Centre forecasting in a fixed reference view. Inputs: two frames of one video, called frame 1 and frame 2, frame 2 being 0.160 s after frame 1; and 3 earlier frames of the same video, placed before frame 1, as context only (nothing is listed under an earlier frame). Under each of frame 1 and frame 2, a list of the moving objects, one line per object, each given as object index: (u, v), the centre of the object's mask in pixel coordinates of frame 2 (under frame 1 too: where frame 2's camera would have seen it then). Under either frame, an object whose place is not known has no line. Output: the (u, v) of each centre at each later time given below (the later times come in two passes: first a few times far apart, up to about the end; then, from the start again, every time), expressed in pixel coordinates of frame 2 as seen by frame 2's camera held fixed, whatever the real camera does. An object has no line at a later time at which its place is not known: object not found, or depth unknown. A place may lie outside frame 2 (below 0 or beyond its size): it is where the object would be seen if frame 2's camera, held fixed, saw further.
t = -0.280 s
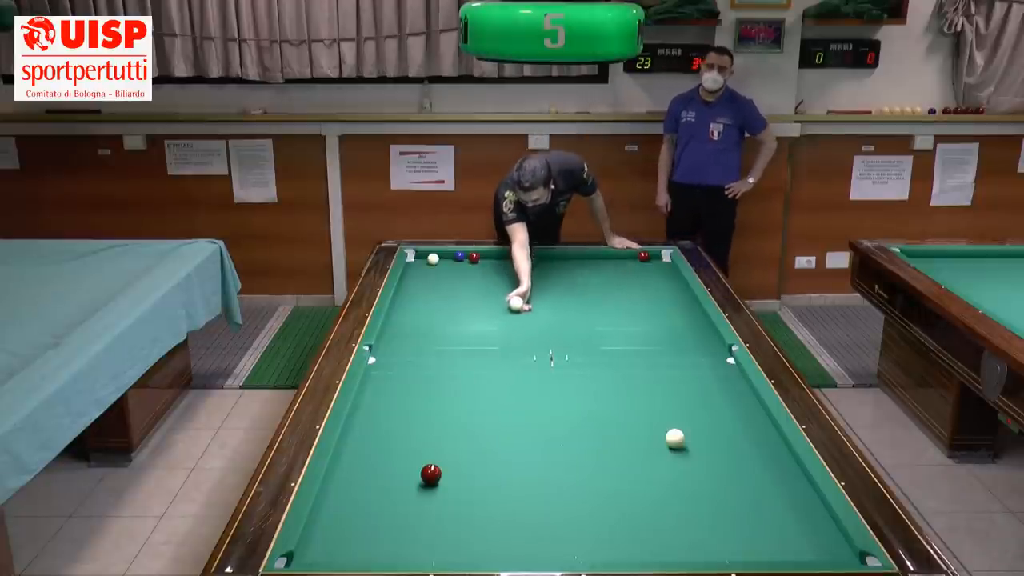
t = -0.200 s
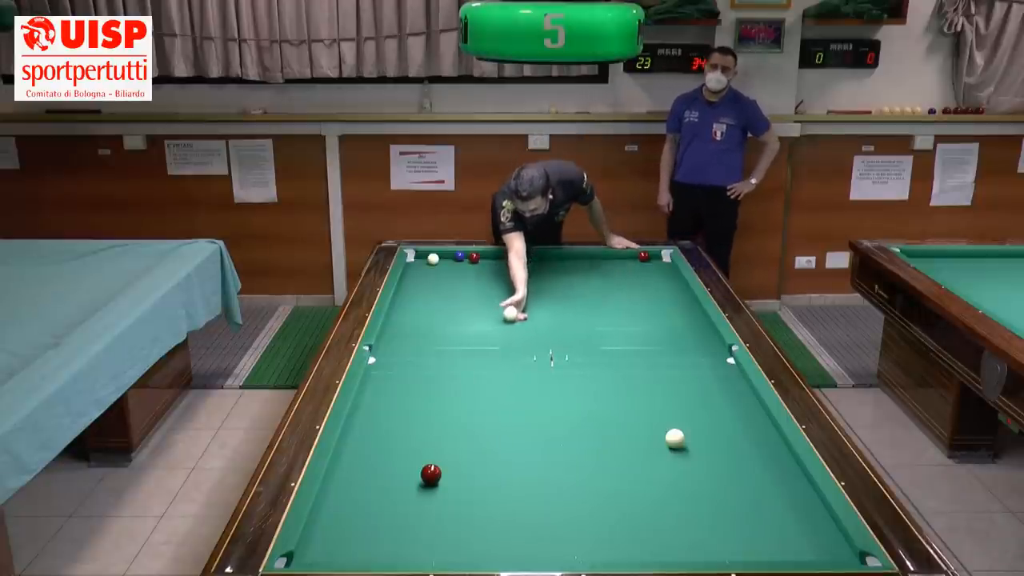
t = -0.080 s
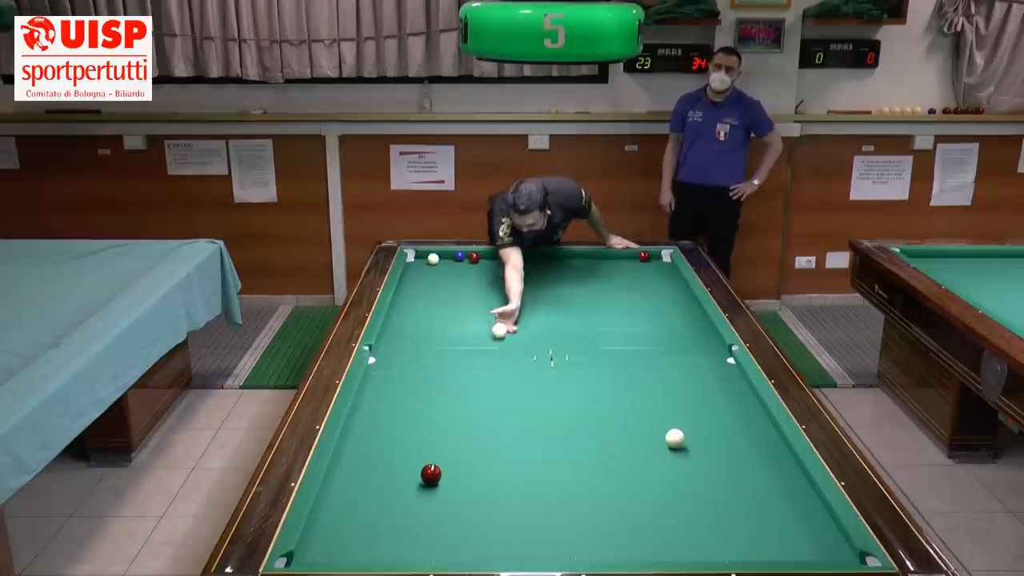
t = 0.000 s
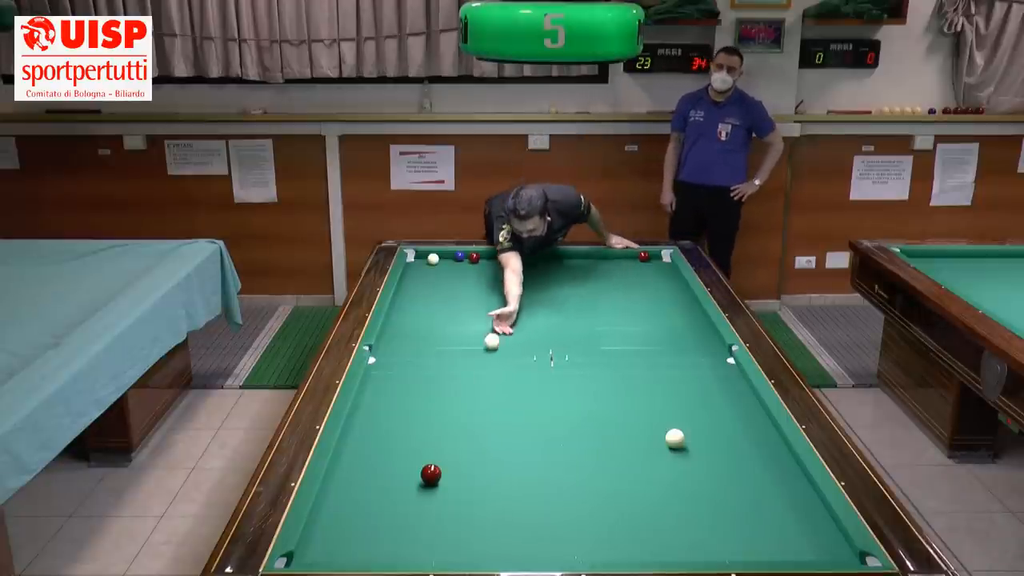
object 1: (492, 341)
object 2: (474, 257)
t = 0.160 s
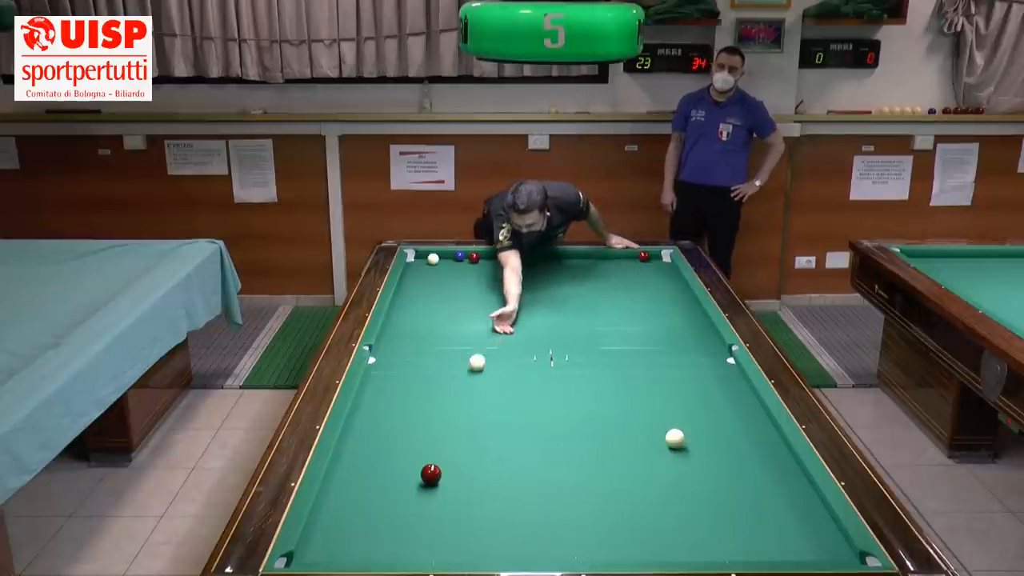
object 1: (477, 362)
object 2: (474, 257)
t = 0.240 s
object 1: (469, 373)
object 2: (474, 257)
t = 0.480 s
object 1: (442, 410)
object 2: (474, 256)
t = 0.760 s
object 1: (404, 462)
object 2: (473, 257)
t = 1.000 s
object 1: (363, 518)
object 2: (474, 257)
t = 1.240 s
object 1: (331, 544)
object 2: (474, 256)
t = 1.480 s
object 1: (328, 502)
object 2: (474, 256)
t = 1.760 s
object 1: (346, 467)
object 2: (474, 257)
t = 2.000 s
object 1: (362, 440)
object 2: (474, 257)
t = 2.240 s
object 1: (376, 417)
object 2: (474, 257)
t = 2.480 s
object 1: (389, 396)
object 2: (474, 257)
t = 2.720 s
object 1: (400, 378)
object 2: (474, 257)
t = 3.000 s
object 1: (411, 359)
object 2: (474, 257)
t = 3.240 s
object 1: (420, 344)
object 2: (474, 257)
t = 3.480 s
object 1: (428, 331)
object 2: (474, 257)
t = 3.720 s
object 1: (435, 319)
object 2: (474, 257)
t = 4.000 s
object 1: (442, 306)
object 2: (474, 256)
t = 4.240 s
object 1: (448, 297)
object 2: (474, 257)
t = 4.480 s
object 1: (454, 288)
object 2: (474, 256)
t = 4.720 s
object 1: (459, 279)
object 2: (474, 257)
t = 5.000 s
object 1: (464, 271)
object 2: (474, 256)
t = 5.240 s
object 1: (468, 263)
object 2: (475, 255)
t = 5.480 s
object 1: (469, 260)
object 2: (477, 254)
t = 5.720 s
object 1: (466, 259)
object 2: (479, 256)
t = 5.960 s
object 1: (462, 259)
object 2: (486, 257)
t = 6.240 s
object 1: (458, 258)
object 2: (491, 258)
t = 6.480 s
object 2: (496, 259)
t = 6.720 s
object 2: (500, 260)
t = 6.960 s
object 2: (503, 261)
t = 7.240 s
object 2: (507, 261)
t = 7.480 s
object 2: (510, 262)
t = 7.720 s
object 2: (513, 262)
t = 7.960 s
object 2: (515, 261)
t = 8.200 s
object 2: (516, 262)
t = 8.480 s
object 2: (518, 262)
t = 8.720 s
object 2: (518, 262)
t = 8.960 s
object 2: (519, 263)
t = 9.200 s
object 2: (519, 262)
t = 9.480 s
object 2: (519, 262)
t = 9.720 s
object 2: (519, 263)
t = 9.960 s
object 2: (519, 263)
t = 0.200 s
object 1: (473, 368)
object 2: (474, 257)
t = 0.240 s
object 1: (469, 373)
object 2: (474, 257)
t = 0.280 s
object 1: (465, 379)
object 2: (474, 257)
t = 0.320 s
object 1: (461, 384)
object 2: (474, 256)
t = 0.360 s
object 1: (456, 391)
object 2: (474, 256)
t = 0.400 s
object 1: (452, 397)
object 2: (474, 256)
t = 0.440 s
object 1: (447, 403)
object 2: (474, 256)
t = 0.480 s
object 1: (442, 410)
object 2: (474, 256)
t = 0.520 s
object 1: (437, 417)
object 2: (474, 257)
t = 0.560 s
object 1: (432, 424)
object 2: (474, 256)
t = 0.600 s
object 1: (427, 431)
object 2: (474, 257)
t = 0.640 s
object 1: (421, 438)
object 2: (473, 257)
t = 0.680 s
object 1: (416, 446)
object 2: (473, 256)
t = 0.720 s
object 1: (410, 454)
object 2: (473, 257)
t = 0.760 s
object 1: (404, 462)
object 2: (473, 257)
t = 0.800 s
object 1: (398, 470)
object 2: (474, 257)
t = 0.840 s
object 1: (392, 479)
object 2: (473, 256)
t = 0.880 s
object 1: (385, 488)
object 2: (473, 256)
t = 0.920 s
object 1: (378, 498)
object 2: (474, 256)
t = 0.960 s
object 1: (371, 507)
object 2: (474, 257)
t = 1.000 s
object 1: (363, 518)
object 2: (474, 257)
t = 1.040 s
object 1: (355, 528)
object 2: (474, 257)
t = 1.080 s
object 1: (347, 539)
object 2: (474, 257)
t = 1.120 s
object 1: (340, 548)
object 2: (474, 257)
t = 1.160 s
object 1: (332, 556)
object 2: (474, 257)
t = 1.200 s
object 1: (331, 551)
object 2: (474, 256)
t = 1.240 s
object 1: (331, 544)
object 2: (474, 256)
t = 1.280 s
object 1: (331, 535)
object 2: (474, 256)
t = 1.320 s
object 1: (330, 527)
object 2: (474, 256)
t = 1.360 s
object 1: (330, 521)
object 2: (474, 256)
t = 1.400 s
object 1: (330, 514)
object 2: (474, 257)
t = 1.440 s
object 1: (329, 508)
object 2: (474, 257)
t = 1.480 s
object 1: (328, 502)
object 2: (474, 256)
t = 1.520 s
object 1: (328, 496)
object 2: (474, 256)
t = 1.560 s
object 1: (331, 491)
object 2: (474, 257)
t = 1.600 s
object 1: (334, 486)
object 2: (474, 256)
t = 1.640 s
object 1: (337, 481)
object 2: (474, 257)
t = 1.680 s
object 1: (341, 476)
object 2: (474, 257)
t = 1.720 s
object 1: (343, 471)
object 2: (474, 256)
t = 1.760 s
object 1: (346, 467)
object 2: (474, 257)
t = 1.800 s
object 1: (349, 462)
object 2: (474, 257)
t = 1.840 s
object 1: (352, 457)
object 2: (474, 257)
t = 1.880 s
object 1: (354, 453)
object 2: (474, 257)
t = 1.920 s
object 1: (357, 449)
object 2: (474, 257)
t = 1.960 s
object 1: (359, 444)
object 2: (474, 257)
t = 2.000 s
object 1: (362, 440)
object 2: (474, 257)
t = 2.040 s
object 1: (365, 436)
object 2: (474, 257)
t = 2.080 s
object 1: (367, 432)
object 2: (474, 257)
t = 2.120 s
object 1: (369, 428)
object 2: (474, 257)
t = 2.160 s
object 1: (372, 425)
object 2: (474, 257)
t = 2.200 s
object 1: (374, 421)
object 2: (474, 257)
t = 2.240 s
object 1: (376, 417)
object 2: (474, 257)
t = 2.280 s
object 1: (379, 413)
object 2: (474, 257)
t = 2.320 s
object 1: (380, 410)
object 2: (474, 257)
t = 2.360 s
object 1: (383, 407)
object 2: (474, 257)
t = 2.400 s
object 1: (384, 403)
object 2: (474, 257)
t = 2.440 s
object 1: (387, 400)
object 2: (474, 256)
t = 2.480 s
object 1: (389, 396)
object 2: (474, 257)
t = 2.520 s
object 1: (390, 393)
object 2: (474, 257)
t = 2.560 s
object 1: (392, 390)
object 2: (474, 257)
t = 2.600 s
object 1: (394, 387)
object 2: (474, 257)
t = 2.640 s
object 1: (396, 384)
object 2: (474, 257)
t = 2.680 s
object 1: (398, 381)
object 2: (474, 256)
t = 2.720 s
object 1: (400, 378)
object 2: (474, 257)
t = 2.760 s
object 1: (401, 375)
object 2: (474, 257)
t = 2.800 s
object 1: (403, 372)
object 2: (474, 257)
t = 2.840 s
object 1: (405, 369)
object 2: (474, 257)
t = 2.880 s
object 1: (406, 367)
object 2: (474, 257)
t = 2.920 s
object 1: (408, 364)
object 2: (474, 257)
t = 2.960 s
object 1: (409, 361)
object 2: (474, 257)
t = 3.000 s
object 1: (411, 359)
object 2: (474, 257)
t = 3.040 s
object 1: (412, 356)
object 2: (474, 257)
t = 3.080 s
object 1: (414, 354)
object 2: (474, 256)
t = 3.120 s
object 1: (415, 351)
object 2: (474, 257)
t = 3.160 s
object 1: (417, 349)
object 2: (474, 257)
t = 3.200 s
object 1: (418, 346)
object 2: (474, 256)
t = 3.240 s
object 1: (420, 344)
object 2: (474, 257)
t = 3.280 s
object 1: (421, 342)
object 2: (474, 257)
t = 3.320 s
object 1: (422, 340)
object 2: (474, 256)
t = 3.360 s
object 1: (424, 338)
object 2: (474, 257)
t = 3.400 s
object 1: (425, 336)
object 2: (474, 257)
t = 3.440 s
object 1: (426, 333)
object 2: (474, 256)
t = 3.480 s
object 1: (428, 331)
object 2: (474, 257)
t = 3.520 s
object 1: (429, 329)
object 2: (474, 257)
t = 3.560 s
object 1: (430, 327)
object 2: (474, 257)
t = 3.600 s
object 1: (431, 325)
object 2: (474, 256)
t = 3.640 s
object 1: (432, 323)
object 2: (474, 257)
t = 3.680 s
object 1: (433, 321)
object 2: (474, 257)
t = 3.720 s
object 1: (435, 319)
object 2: (474, 257)
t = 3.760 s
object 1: (436, 317)
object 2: (474, 256)
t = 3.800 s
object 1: (437, 315)
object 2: (474, 257)
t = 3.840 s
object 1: (438, 314)
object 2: (474, 257)
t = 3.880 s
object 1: (439, 312)
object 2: (474, 257)
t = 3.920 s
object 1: (440, 310)
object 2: (474, 257)
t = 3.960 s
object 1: (441, 308)
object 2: (474, 256)
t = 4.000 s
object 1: (442, 306)
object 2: (474, 256)
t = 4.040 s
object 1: (443, 305)
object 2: (474, 256)
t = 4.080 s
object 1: (444, 303)
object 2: (474, 257)
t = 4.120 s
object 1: (445, 302)
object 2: (474, 256)
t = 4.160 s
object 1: (446, 300)
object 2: (474, 256)
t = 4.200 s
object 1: (447, 298)
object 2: (474, 257)
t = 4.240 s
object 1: (448, 297)
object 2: (474, 257)
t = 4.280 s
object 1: (449, 295)
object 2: (474, 256)
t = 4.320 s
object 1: (450, 293)
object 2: (474, 257)
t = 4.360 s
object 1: (451, 292)
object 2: (474, 257)
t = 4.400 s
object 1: (452, 290)
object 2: (474, 257)
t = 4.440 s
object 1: (453, 289)
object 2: (474, 257)
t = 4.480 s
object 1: (454, 288)
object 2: (474, 256)
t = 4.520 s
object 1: (455, 286)
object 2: (474, 257)
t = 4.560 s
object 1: (455, 285)
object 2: (474, 257)
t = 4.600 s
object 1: (456, 283)
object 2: (474, 256)
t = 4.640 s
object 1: (457, 282)
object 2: (474, 256)
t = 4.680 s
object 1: (458, 281)
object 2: (474, 257)
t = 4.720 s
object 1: (459, 279)
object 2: (474, 257)
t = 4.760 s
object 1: (460, 278)
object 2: (474, 256)
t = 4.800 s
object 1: (460, 277)
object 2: (474, 257)
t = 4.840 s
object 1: (461, 275)
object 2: (474, 256)
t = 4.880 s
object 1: (462, 274)
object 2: (474, 257)
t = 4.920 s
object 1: (463, 273)
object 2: (474, 256)
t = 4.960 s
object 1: (463, 272)
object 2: (474, 257)
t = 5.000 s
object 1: (464, 271)
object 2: (474, 256)
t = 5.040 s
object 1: (465, 269)
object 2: (474, 257)
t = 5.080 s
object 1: (466, 268)
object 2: (474, 256)
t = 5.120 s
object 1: (466, 267)
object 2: (474, 256)
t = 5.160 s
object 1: (467, 266)
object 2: (475, 256)
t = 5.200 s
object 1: (468, 265)
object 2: (475, 256)
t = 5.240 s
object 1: (468, 263)
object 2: (475, 255)
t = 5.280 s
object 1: (469, 262)
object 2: (475, 255)
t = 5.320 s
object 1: (470, 261)
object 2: (475, 254)
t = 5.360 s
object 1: (470, 260)
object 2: (476, 254)
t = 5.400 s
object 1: (470, 260)
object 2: (476, 254)
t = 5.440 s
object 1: (469, 260)
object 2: (476, 254)
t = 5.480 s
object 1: (469, 260)
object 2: (477, 254)
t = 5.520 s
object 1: (469, 259)
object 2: (477, 255)
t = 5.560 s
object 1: (469, 259)
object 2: (477, 255)
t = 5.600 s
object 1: (468, 259)
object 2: (478, 255)
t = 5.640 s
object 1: (467, 259)
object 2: (478, 256)
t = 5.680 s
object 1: (467, 259)
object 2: (479, 256)
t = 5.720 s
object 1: (466, 259)
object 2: (479, 256)
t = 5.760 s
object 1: (465, 259)
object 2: (481, 257)
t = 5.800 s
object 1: (464, 259)
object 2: (481, 257)
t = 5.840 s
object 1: (464, 259)
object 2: (483, 257)
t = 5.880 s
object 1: (463, 259)
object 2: (484, 257)
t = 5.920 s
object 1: (462, 259)
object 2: (485, 257)
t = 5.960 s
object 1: (462, 259)
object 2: (486, 257)
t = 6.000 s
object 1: (461, 259)
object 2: (486, 257)
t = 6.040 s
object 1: (460, 259)
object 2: (487, 258)
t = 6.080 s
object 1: (460, 259)
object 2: (488, 258)
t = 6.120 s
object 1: (459, 259)
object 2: (489, 258)
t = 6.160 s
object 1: (459, 258)
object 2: (490, 258)
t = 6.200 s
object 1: (458, 258)
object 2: (490, 258)
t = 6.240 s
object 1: (458, 258)
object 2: (491, 258)
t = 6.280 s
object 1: (457, 258)
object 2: (492, 258)
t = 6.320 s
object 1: (456, 258)
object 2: (493, 258)
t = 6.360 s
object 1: (456, 258)
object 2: (493, 258)
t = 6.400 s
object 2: (494, 258)
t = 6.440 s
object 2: (495, 258)
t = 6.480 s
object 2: (496, 259)
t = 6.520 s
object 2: (496, 260)
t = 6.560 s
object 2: (497, 260)
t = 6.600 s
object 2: (498, 260)
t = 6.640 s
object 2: (498, 260)
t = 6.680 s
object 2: (499, 260)
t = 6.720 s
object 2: (500, 260)
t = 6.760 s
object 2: (500, 260)
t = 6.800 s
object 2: (501, 260)
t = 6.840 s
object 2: (501, 260)
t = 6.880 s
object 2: (502, 260)
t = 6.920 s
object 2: (503, 260)
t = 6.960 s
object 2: (503, 261)
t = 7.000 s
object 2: (504, 261)
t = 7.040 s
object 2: (505, 261)
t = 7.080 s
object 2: (505, 261)
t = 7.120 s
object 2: (506, 261)
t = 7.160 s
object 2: (506, 261)
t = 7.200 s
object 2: (507, 261)
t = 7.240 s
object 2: (507, 261)
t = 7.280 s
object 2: (508, 262)
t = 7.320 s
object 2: (508, 261)
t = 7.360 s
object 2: (509, 262)
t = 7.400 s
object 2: (509, 262)
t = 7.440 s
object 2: (510, 261)
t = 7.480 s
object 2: (510, 262)
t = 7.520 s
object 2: (511, 261)
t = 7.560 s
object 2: (511, 261)
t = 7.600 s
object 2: (511, 262)
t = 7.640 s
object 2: (512, 262)
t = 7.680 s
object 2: (512, 262)
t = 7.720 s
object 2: (513, 262)
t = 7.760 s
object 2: (513, 261)
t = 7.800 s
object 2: (513, 261)
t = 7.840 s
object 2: (514, 262)
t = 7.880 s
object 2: (514, 262)
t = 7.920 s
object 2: (514, 262)
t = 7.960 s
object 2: (515, 261)
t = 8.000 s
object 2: (515, 262)
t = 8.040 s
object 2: (515, 262)
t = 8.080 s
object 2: (515, 262)
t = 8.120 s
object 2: (516, 262)
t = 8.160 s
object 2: (516, 262)
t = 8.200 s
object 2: (516, 262)
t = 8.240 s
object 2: (516, 262)
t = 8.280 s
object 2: (517, 262)
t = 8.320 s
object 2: (517, 262)
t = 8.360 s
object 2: (517, 262)
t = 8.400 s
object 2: (518, 262)
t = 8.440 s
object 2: (518, 262)
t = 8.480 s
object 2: (518, 262)
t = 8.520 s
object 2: (518, 262)
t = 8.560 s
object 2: (518, 262)
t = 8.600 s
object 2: (518, 262)
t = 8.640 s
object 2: (518, 262)
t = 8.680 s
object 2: (518, 262)
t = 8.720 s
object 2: (518, 262)
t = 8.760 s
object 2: (518, 263)
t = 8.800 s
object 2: (519, 263)
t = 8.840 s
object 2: (519, 263)
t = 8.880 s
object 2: (519, 263)
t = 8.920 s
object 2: (519, 262)
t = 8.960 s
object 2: (519, 263)
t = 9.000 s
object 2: (519, 263)
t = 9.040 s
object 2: (519, 262)
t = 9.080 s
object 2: (519, 262)
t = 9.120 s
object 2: (519, 262)
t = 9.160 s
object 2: (519, 263)
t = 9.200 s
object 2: (519, 262)
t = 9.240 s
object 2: (519, 262)
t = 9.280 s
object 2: (519, 262)
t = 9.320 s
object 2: (519, 262)
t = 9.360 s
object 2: (519, 263)
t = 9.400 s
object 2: (519, 262)
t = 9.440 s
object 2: (519, 262)
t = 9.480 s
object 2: (519, 262)
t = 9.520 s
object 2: (519, 263)
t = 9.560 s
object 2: (519, 262)
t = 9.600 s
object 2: (519, 263)
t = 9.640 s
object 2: (519, 262)
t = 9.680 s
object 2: (519, 262)
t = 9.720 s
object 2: (519, 263)
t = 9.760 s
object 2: (519, 262)
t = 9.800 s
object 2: (519, 263)
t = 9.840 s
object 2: (519, 263)
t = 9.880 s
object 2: (519, 263)
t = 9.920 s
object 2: (519, 263)
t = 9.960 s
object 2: (519, 263)
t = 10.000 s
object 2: (519, 263)
